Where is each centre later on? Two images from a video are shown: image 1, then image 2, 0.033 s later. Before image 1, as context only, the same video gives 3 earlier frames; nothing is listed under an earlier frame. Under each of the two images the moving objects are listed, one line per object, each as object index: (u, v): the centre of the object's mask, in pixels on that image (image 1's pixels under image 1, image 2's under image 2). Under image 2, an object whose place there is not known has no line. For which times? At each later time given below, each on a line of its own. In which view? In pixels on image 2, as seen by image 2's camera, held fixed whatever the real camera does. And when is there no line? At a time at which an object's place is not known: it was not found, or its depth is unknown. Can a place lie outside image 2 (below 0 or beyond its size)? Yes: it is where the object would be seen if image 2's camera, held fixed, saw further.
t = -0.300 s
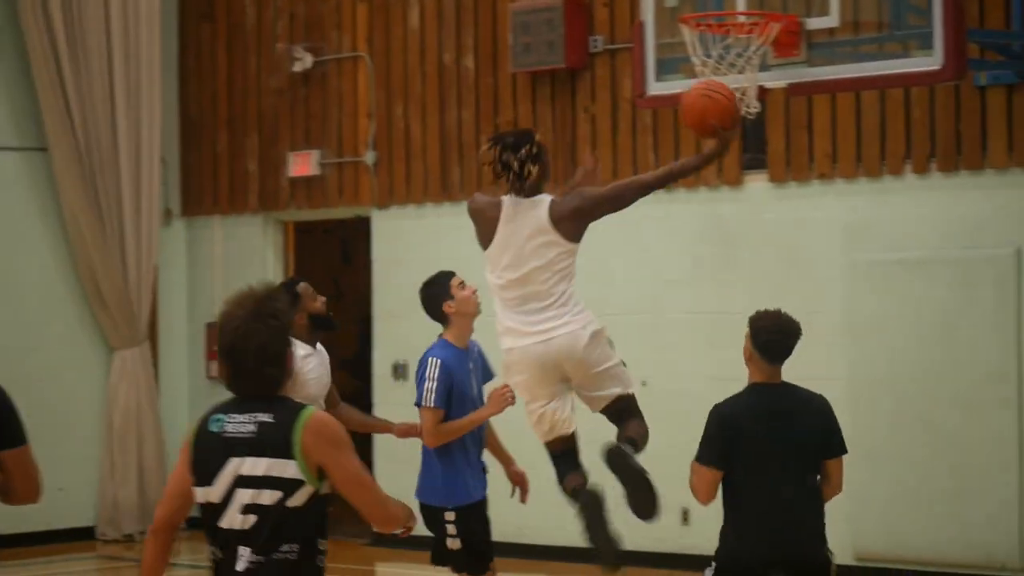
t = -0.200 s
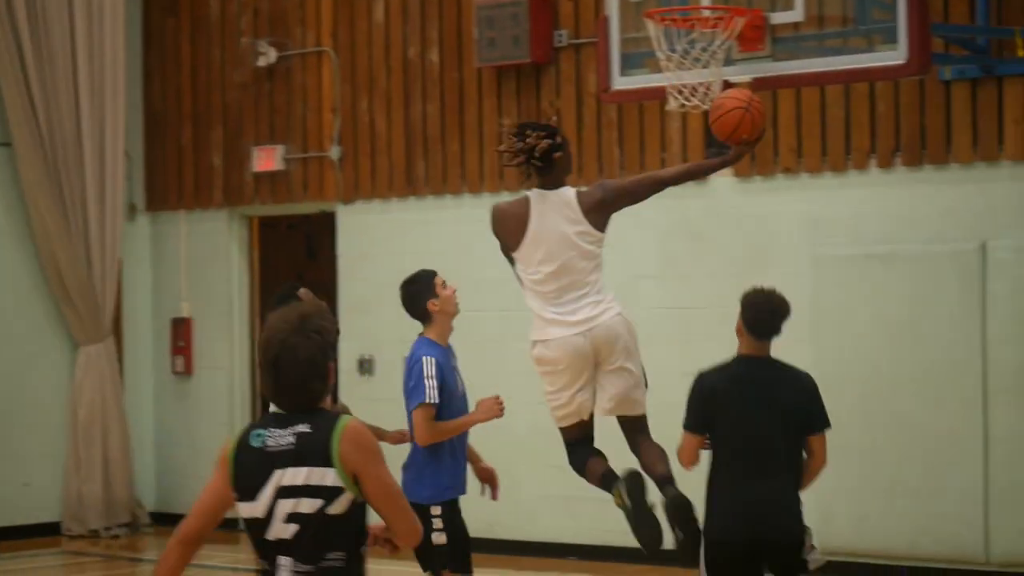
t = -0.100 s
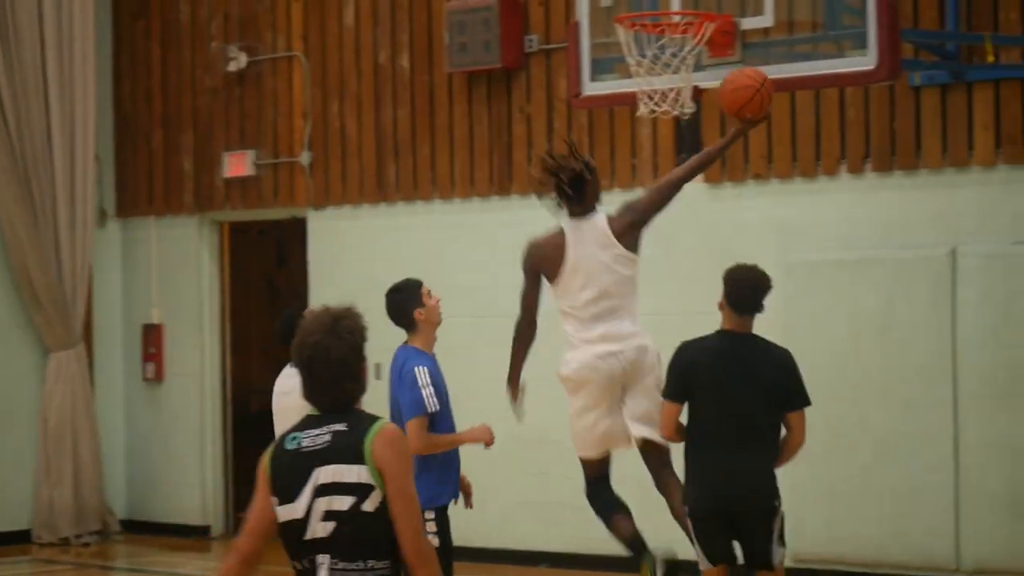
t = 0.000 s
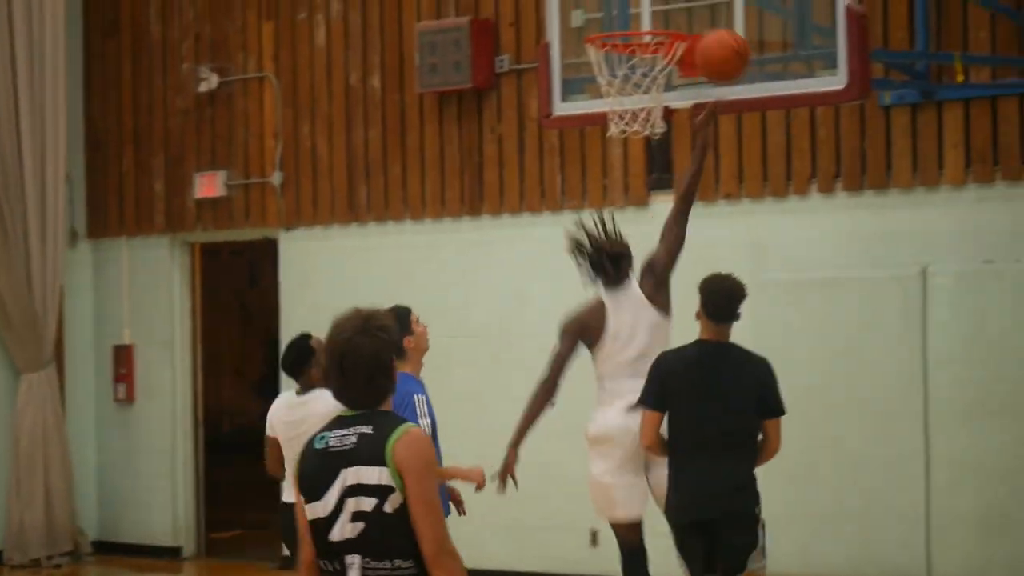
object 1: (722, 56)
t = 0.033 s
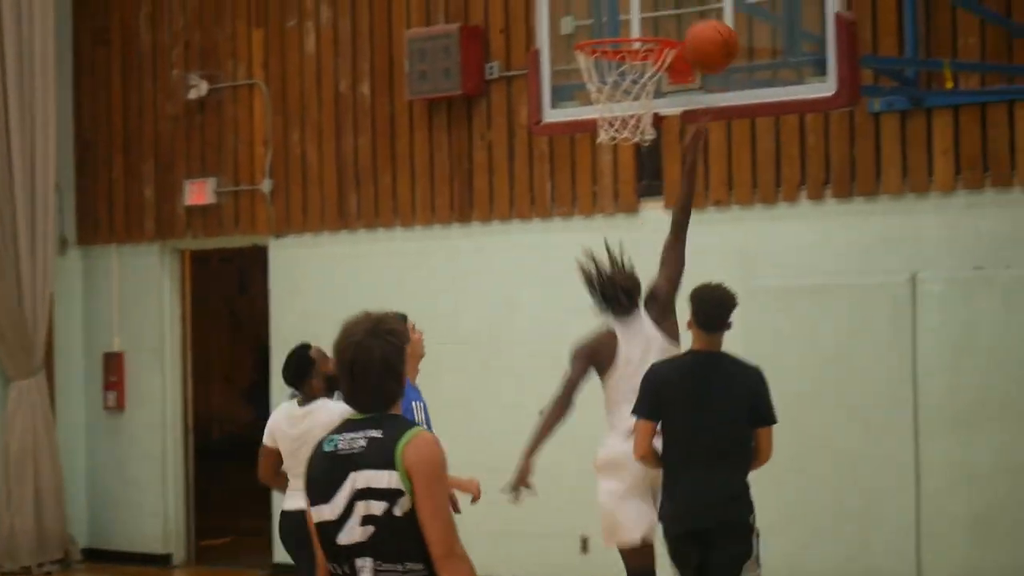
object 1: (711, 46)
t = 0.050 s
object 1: (710, 39)
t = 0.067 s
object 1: (711, 31)
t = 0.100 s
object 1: (710, 20)
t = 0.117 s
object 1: (709, 14)
